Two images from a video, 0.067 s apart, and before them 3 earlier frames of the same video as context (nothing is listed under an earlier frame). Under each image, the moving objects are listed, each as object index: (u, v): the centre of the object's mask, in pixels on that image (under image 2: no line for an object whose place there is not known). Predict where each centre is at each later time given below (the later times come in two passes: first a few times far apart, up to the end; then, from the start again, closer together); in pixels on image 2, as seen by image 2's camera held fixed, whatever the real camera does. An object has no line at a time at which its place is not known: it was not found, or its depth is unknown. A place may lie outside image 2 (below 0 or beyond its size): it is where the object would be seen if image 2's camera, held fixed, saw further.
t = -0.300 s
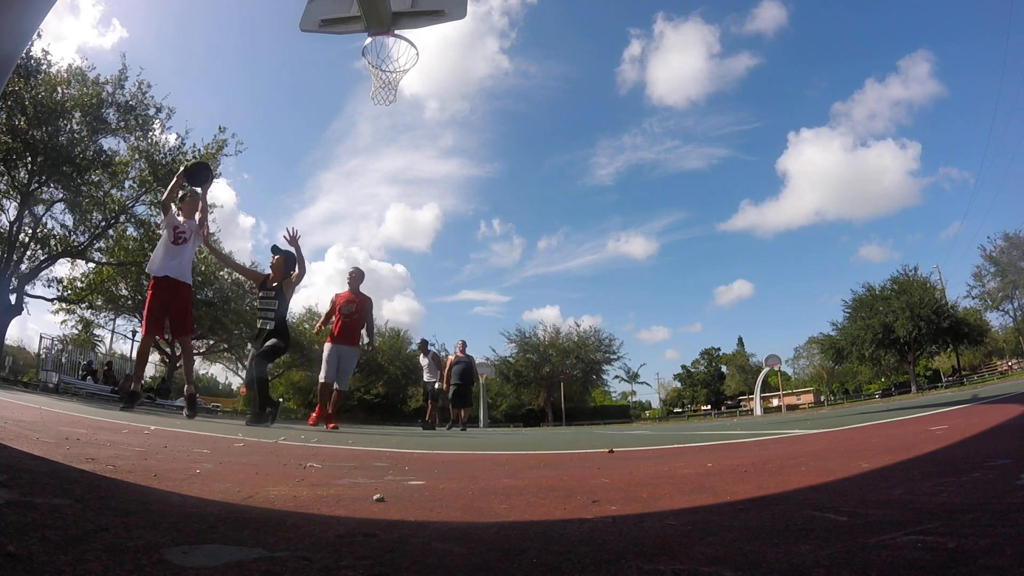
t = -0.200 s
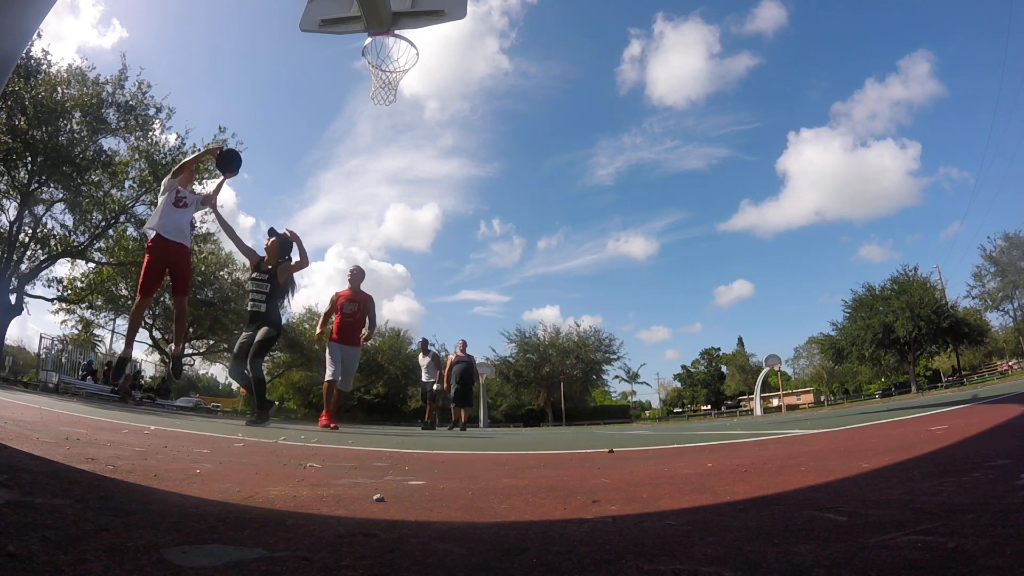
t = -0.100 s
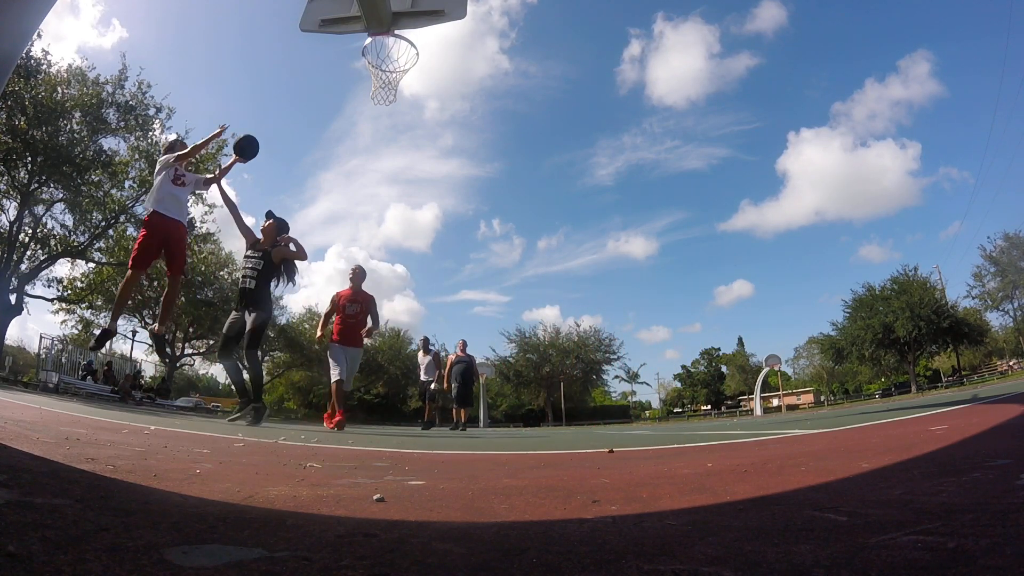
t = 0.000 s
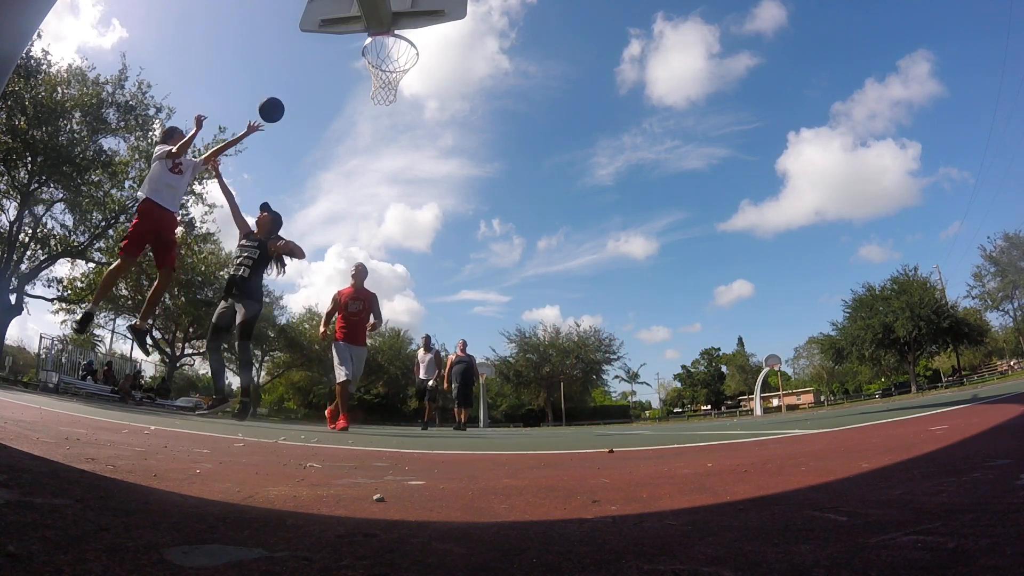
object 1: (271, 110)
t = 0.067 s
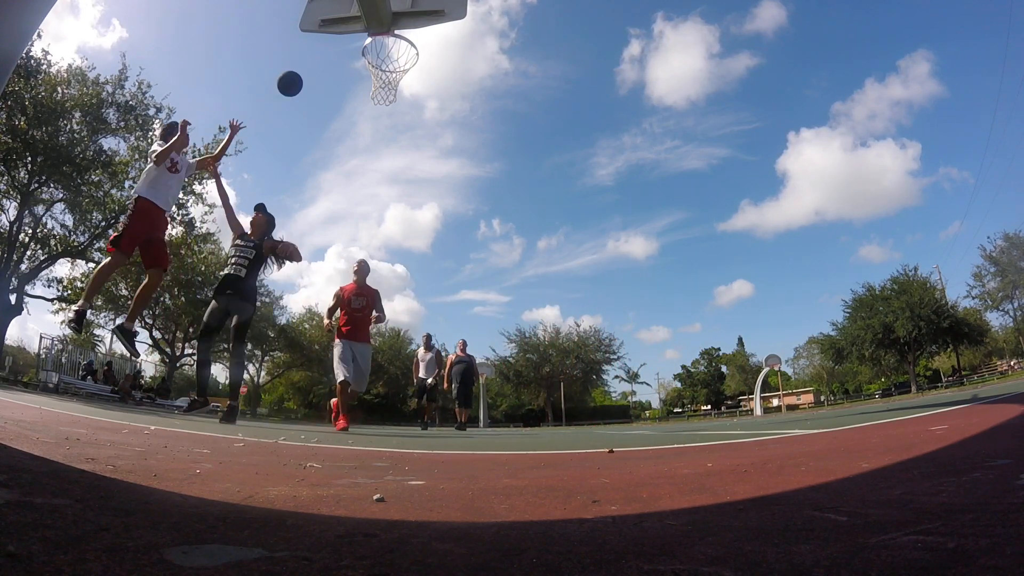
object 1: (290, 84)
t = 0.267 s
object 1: (340, 37)
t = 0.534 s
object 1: (390, 43)
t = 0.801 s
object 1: (401, 86)
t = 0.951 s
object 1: (389, 105)
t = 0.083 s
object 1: (294, 78)
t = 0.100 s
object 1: (299, 72)
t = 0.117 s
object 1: (303, 67)
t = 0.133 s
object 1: (307, 61)
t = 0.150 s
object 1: (312, 56)
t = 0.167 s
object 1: (316, 51)
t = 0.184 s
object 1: (320, 47)
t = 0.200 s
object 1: (324, 44)
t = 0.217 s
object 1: (328, 42)
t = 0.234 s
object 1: (332, 40)
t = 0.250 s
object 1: (336, 38)
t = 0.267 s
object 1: (340, 37)
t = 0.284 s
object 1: (344, 35)
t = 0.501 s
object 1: (385, 41)
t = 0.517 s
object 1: (388, 42)
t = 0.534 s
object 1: (390, 43)
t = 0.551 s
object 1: (393, 46)
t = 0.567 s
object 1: (395, 48)
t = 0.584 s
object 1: (398, 51)
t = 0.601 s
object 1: (400, 56)
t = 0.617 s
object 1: (403, 61)
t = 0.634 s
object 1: (405, 65)
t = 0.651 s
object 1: (406, 69)
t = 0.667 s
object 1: (407, 72)
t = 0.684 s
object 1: (407, 75)
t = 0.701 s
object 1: (407, 77)
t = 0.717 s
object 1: (406, 79)
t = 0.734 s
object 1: (405, 81)
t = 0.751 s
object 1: (404, 82)
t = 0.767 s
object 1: (403, 84)
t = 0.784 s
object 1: (402, 86)
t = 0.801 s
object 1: (401, 86)
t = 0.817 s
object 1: (400, 88)
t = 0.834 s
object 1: (398, 90)
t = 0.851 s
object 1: (397, 92)
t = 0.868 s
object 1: (396, 94)
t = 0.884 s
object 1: (396, 95)
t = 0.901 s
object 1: (394, 97)
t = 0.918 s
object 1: (392, 99)
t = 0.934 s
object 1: (391, 104)
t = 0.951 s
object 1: (389, 105)
